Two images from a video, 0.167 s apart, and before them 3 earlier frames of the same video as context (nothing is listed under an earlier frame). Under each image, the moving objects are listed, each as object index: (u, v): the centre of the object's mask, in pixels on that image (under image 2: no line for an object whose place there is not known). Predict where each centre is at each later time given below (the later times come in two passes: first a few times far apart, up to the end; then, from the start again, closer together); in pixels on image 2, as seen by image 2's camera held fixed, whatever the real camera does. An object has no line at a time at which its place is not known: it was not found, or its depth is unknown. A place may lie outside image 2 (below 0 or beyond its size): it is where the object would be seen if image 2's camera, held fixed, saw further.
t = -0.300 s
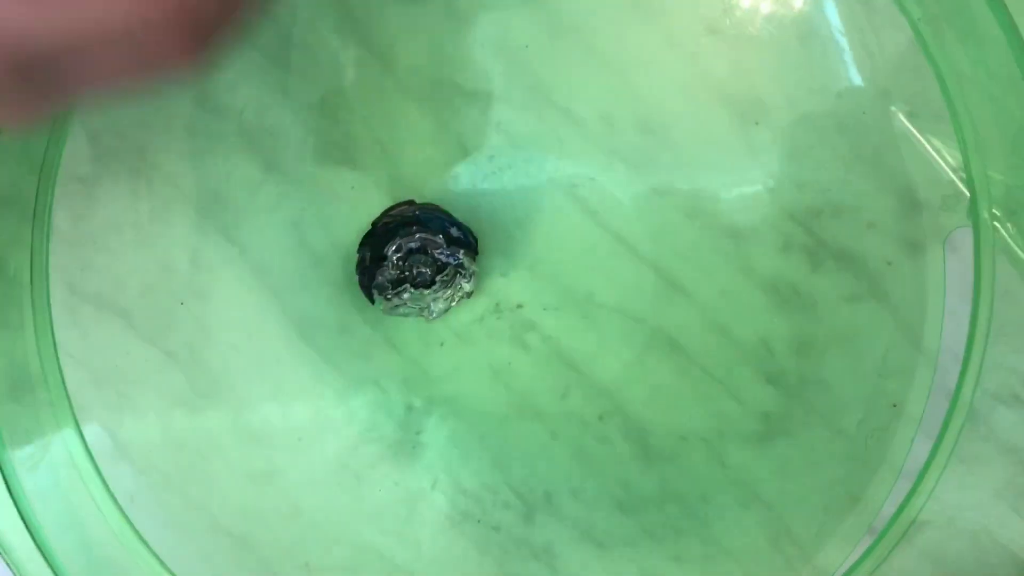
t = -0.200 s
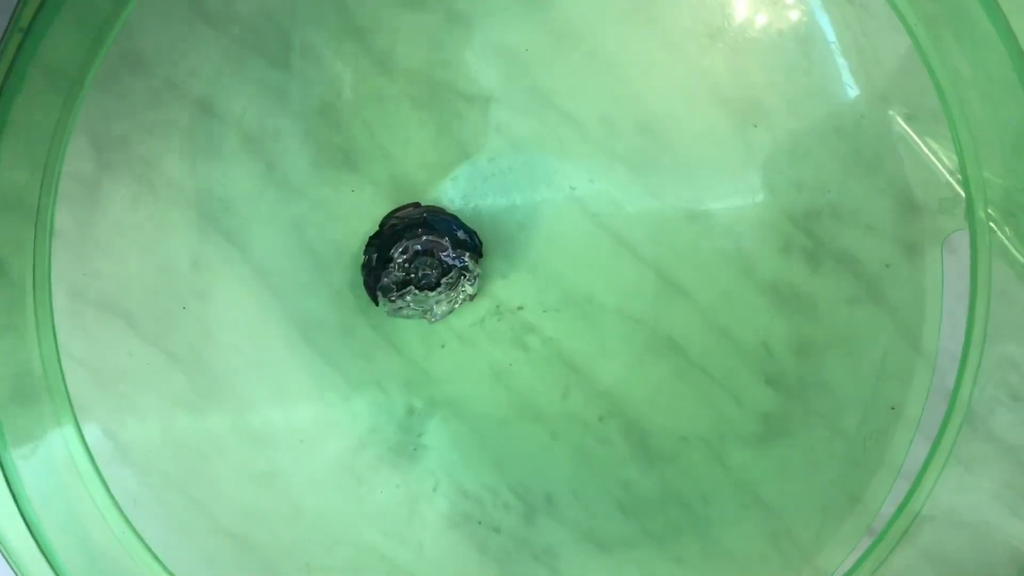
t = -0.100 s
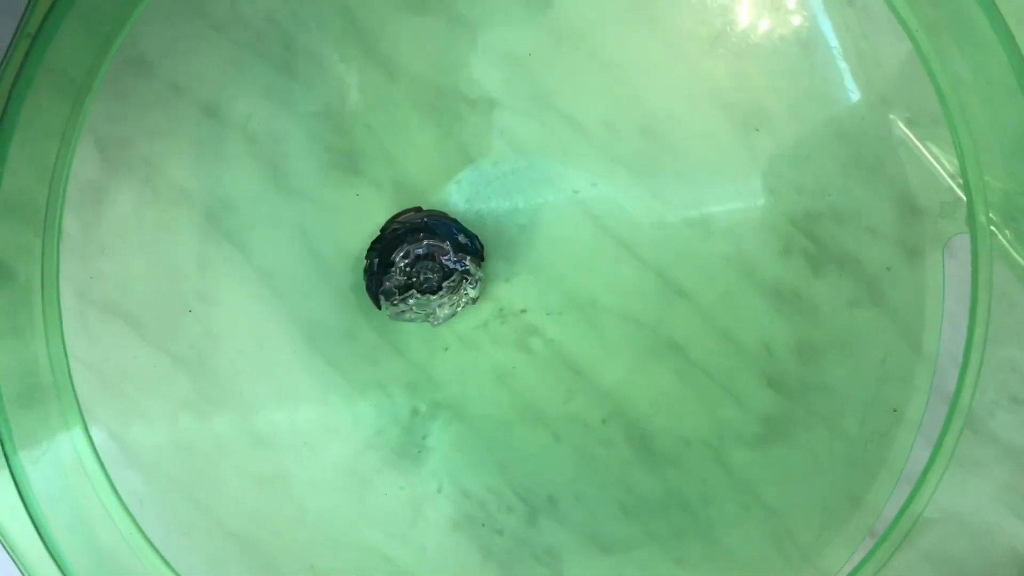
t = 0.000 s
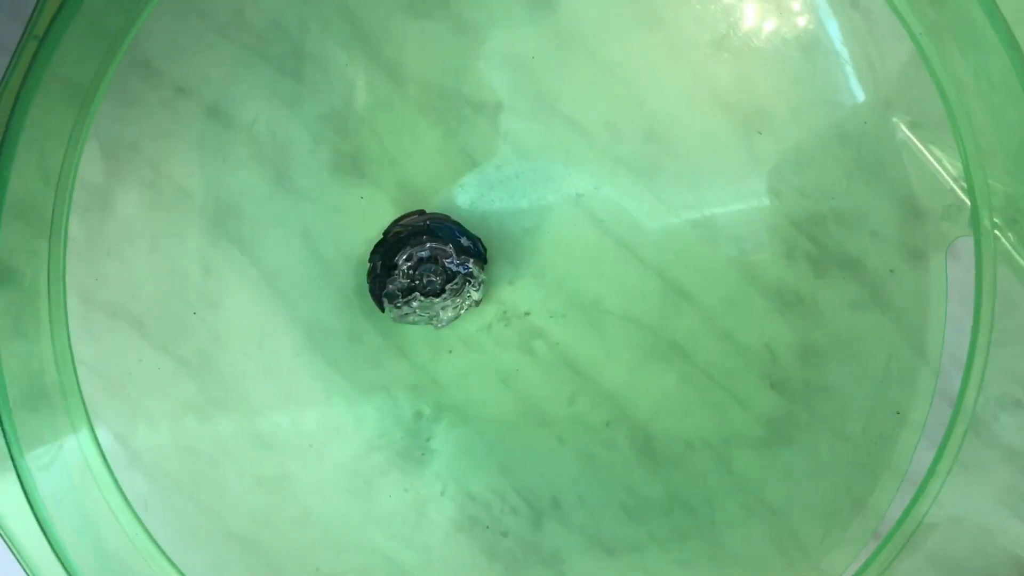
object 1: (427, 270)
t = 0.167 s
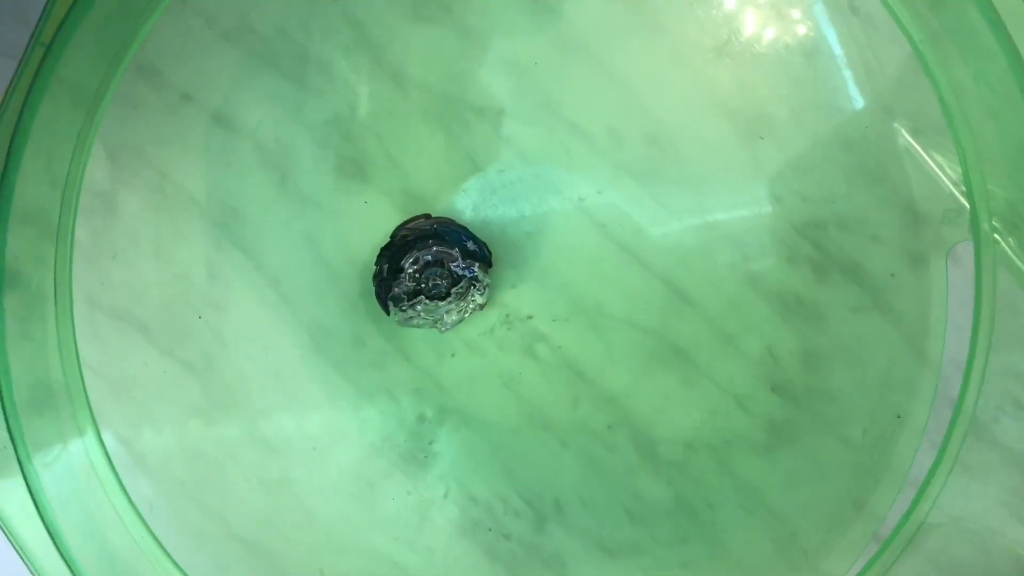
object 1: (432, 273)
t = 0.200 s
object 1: (432, 274)
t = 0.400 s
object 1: (432, 273)
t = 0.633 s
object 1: (431, 273)
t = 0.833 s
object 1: (431, 272)
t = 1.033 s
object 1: (430, 273)
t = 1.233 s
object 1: (430, 273)
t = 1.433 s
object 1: (430, 272)
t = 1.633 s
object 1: (430, 272)
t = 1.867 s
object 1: (430, 273)
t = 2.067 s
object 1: (430, 273)
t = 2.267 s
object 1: (430, 273)
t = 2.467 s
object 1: (430, 273)
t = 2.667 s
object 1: (431, 273)
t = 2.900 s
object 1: (430, 273)
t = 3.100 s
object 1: (430, 273)
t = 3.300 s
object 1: (431, 272)
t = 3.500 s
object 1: (431, 272)
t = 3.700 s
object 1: (431, 272)
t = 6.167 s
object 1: (440, 271)
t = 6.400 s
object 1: (444, 268)
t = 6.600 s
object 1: (440, 271)
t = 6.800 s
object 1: (445, 268)
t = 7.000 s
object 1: (440, 272)
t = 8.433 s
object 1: (444, 269)
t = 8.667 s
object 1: (441, 271)
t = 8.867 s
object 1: (444, 269)
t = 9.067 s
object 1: (442, 271)
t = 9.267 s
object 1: (443, 269)
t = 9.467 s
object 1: (445, 268)
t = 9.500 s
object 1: (445, 268)
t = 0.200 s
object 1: (432, 274)
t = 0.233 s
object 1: (431, 273)
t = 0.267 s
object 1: (430, 274)
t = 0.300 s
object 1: (430, 274)
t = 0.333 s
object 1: (431, 273)
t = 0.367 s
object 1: (432, 273)
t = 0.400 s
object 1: (432, 273)
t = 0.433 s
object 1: (432, 273)
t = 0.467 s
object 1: (431, 273)
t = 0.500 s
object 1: (430, 273)
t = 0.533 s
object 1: (430, 274)
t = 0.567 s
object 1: (430, 273)
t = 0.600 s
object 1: (431, 273)
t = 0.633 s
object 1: (431, 273)
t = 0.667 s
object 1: (431, 273)
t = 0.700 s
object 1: (431, 273)
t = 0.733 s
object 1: (430, 273)
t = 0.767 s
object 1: (430, 273)
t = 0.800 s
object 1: (431, 273)
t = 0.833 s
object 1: (431, 272)
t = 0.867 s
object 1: (431, 272)
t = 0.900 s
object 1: (430, 273)
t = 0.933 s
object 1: (431, 272)
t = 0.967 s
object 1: (431, 273)
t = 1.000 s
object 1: (430, 273)
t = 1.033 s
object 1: (430, 273)
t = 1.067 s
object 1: (430, 273)
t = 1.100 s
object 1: (430, 273)
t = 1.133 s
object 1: (430, 273)
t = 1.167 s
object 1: (430, 272)
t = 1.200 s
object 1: (430, 272)
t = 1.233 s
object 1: (430, 273)
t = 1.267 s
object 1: (430, 273)
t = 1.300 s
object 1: (430, 273)
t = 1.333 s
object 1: (430, 272)
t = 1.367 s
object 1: (430, 272)
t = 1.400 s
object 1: (430, 272)
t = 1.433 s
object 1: (430, 272)
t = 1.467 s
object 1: (430, 272)
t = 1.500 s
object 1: (430, 272)
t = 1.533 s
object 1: (431, 272)
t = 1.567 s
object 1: (431, 272)
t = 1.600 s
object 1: (431, 272)
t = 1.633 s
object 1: (430, 272)
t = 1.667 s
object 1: (430, 273)
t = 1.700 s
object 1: (430, 273)
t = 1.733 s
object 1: (430, 273)
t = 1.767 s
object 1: (430, 273)
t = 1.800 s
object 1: (430, 273)
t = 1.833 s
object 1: (430, 273)
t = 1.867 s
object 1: (430, 273)
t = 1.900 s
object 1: (430, 273)
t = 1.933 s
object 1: (430, 273)
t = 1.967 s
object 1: (430, 273)
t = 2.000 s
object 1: (430, 273)
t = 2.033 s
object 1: (430, 273)
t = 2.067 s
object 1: (430, 273)
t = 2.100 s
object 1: (430, 273)
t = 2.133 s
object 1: (430, 273)
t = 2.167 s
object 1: (430, 273)
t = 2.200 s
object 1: (430, 273)
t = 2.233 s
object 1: (430, 273)
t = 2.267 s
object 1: (430, 273)
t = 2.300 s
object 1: (430, 273)
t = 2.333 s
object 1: (430, 273)
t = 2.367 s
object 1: (430, 273)
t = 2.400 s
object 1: (430, 273)
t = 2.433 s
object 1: (430, 273)
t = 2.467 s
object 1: (430, 273)
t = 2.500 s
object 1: (430, 273)
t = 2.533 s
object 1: (430, 273)
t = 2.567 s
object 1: (430, 273)
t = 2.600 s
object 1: (431, 273)
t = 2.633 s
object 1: (431, 272)
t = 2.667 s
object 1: (431, 273)
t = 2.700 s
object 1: (431, 273)
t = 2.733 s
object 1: (431, 273)
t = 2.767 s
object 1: (431, 273)
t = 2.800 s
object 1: (431, 272)
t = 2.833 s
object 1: (431, 273)
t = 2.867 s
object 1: (431, 273)
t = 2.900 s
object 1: (430, 273)
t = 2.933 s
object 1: (430, 273)
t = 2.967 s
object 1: (431, 273)
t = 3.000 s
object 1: (430, 273)
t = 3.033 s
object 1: (430, 273)
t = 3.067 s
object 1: (430, 273)
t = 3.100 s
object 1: (430, 273)
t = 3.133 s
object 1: (431, 272)
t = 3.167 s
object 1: (431, 272)
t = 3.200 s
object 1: (431, 272)
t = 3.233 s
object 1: (431, 272)
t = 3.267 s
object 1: (431, 272)
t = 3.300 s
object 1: (431, 272)
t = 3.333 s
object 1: (431, 272)
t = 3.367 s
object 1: (431, 272)
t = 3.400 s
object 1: (431, 272)
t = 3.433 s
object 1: (431, 272)
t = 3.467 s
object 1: (431, 272)
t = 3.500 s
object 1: (431, 272)
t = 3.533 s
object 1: (430, 272)
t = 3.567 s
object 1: (431, 272)
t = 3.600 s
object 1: (431, 272)
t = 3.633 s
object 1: (431, 272)
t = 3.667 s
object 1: (431, 272)
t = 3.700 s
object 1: (431, 272)
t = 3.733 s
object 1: (431, 272)
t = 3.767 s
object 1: (430, 272)
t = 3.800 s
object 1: (430, 272)
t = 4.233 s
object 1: (431, 271)
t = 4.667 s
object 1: (431, 271)
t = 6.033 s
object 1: (438, 272)
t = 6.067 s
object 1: (437, 272)
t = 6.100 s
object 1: (437, 272)
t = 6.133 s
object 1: (438, 272)
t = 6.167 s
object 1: (440, 271)
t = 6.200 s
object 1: (442, 270)
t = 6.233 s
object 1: (444, 269)
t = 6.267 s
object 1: (446, 267)
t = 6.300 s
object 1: (446, 267)
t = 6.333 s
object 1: (446, 267)
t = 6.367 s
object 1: (445, 267)
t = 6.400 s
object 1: (444, 268)
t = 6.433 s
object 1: (442, 270)
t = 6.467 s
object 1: (439, 270)
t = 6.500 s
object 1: (438, 271)
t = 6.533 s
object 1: (438, 271)
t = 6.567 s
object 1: (438, 272)
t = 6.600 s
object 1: (440, 271)
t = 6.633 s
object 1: (441, 271)
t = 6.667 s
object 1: (443, 269)
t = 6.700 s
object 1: (444, 269)
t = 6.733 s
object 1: (445, 268)
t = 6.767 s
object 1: (446, 268)
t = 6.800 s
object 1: (445, 268)
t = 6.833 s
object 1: (444, 269)
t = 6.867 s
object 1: (442, 270)
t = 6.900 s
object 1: (441, 270)
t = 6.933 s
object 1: (440, 271)
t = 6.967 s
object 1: (440, 272)
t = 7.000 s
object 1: (440, 272)
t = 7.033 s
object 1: (441, 272)
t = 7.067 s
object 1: (441, 271)
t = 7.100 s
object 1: (442, 271)
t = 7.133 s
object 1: (443, 271)
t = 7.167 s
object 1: (443, 271)
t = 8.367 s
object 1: (443, 271)
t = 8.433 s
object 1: (444, 269)
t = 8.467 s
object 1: (445, 269)
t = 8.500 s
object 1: (444, 269)
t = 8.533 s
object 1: (444, 269)
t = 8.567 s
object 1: (443, 270)
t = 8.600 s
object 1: (442, 270)
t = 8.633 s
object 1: (442, 271)
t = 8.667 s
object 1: (441, 271)
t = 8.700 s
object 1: (441, 271)
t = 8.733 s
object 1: (441, 270)
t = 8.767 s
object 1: (442, 270)
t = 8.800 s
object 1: (443, 270)
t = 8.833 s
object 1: (444, 269)
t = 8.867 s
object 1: (444, 269)
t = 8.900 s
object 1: (445, 269)
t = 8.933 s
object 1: (445, 269)
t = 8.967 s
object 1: (444, 269)
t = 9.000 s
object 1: (443, 270)
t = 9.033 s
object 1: (443, 270)
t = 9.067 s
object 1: (442, 271)
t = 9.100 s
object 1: (441, 271)
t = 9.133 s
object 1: (441, 271)
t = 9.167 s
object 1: (441, 270)
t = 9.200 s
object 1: (441, 270)
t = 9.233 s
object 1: (442, 270)
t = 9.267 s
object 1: (443, 269)
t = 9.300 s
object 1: (443, 269)
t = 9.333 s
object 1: (444, 269)
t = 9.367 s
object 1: (445, 268)
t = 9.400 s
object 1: (445, 268)
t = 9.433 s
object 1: (445, 268)
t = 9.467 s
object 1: (445, 268)
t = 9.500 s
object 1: (445, 268)
